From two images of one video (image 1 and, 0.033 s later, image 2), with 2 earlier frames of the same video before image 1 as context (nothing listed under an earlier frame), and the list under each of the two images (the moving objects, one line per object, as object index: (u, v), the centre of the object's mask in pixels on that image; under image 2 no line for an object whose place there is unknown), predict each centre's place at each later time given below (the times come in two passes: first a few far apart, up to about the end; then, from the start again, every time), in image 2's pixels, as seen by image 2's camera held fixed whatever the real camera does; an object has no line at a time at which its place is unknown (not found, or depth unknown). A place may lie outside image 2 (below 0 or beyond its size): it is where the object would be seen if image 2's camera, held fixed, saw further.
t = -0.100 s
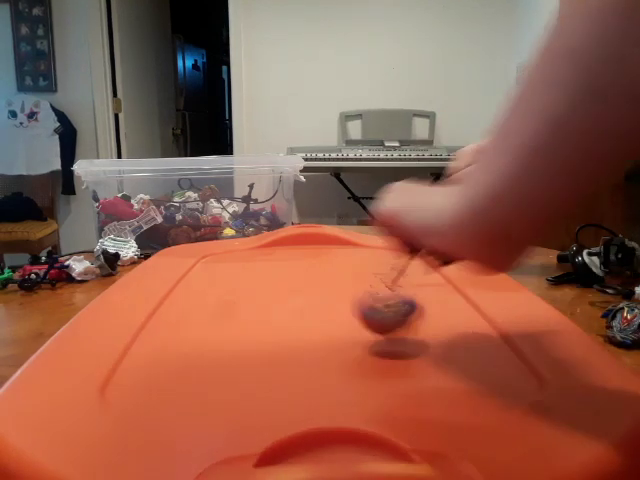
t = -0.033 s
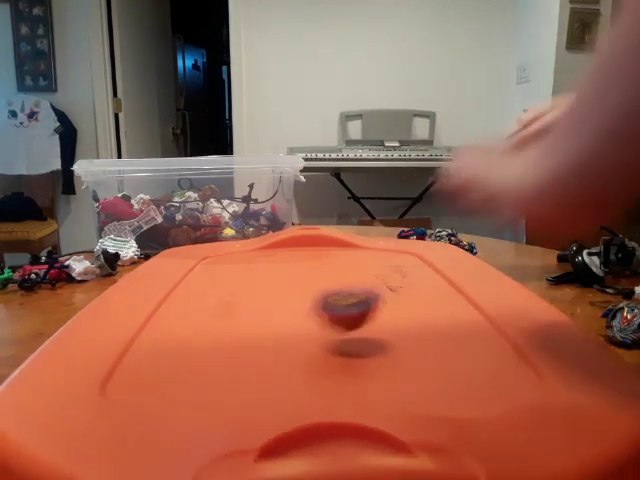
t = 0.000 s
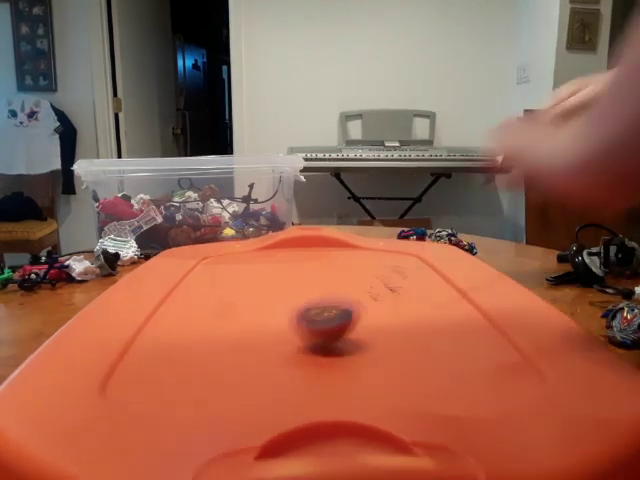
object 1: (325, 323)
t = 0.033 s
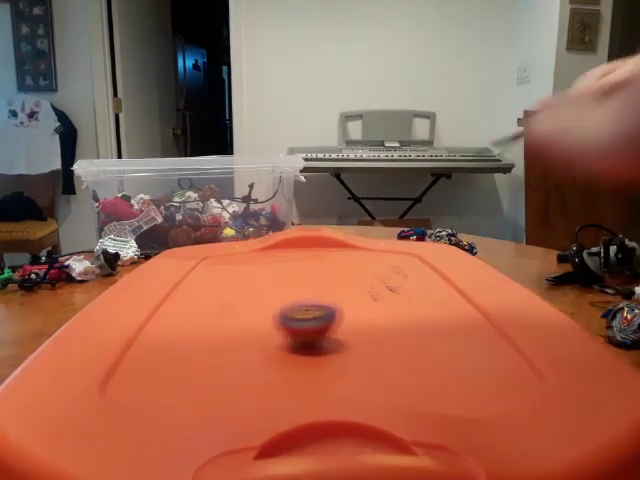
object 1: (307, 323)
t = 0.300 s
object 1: (210, 314)
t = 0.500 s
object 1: (193, 323)
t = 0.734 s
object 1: (234, 347)
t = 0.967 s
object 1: (317, 350)
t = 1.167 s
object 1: (369, 333)
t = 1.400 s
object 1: (372, 306)
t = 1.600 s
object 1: (342, 286)
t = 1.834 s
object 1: (310, 279)
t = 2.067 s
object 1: (278, 278)
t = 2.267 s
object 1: (276, 281)
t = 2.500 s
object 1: (283, 284)
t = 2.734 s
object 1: (291, 282)
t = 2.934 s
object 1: (302, 281)
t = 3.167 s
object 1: (311, 280)
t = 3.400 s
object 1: (314, 280)
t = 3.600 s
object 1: (316, 279)
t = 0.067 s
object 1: (290, 320)
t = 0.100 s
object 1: (274, 319)
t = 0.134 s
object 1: (259, 319)
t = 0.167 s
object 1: (245, 317)
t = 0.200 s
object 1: (233, 316)
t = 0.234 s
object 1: (224, 314)
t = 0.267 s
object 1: (217, 314)
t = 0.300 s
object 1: (210, 314)
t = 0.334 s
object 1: (205, 314)
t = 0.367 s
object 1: (200, 316)
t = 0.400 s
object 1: (197, 317)
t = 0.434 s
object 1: (194, 319)
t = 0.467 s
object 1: (193, 321)
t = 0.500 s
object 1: (193, 323)
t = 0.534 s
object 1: (195, 327)
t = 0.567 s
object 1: (198, 330)
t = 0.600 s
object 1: (202, 335)
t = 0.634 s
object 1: (208, 338)
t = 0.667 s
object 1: (215, 341)
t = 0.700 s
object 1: (223, 344)
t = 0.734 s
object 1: (234, 347)
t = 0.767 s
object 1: (245, 349)
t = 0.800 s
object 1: (256, 351)
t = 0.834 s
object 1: (268, 351)
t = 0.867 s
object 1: (280, 352)
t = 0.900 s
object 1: (293, 352)
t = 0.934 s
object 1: (306, 352)
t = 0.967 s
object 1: (317, 350)
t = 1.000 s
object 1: (328, 349)
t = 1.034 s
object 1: (339, 347)
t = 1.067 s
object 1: (348, 344)
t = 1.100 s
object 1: (356, 340)
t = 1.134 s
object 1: (363, 338)
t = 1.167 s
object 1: (369, 333)
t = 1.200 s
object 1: (373, 330)
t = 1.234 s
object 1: (376, 326)
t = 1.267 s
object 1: (377, 322)
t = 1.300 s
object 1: (378, 318)
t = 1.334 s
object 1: (377, 314)
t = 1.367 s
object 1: (375, 310)
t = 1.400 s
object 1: (372, 306)
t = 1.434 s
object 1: (368, 302)
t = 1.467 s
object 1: (363, 298)
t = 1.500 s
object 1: (357, 294)
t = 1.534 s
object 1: (352, 291)
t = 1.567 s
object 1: (347, 288)
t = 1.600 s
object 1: (342, 286)
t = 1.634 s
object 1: (337, 284)
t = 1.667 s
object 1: (332, 283)
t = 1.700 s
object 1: (328, 281)
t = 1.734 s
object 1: (325, 280)
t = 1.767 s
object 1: (320, 279)
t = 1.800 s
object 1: (315, 279)
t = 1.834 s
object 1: (310, 279)
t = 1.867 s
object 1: (303, 279)
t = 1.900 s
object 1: (298, 279)
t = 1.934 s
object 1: (292, 278)
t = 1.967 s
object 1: (288, 277)
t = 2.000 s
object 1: (284, 277)
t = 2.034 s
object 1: (281, 278)
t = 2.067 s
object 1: (278, 278)
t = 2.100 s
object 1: (277, 278)
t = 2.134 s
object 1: (276, 278)
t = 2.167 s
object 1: (276, 279)
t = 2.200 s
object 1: (276, 280)
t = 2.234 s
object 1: (276, 280)
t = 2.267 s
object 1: (276, 281)
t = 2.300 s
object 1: (277, 282)
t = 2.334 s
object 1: (278, 283)
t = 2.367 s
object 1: (279, 283)
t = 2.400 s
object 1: (280, 284)
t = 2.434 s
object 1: (281, 284)
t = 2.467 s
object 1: (282, 284)
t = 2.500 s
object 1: (283, 284)
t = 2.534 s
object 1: (284, 284)
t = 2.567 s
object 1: (285, 284)
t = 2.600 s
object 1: (286, 284)
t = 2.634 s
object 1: (287, 284)
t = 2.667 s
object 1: (289, 284)
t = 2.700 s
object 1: (290, 283)
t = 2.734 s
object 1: (291, 282)
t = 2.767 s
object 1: (294, 283)
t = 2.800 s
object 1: (295, 282)
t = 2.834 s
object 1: (297, 281)
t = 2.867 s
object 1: (299, 281)
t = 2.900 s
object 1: (301, 281)
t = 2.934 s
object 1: (302, 281)
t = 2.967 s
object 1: (304, 280)
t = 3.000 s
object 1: (305, 280)
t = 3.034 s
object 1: (307, 280)
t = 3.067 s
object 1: (308, 280)
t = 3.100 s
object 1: (309, 280)
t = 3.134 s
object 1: (310, 279)
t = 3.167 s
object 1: (311, 280)
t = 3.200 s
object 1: (312, 280)
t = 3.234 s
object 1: (312, 280)
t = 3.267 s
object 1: (313, 279)
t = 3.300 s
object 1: (313, 279)
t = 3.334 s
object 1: (314, 279)
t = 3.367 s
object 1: (314, 279)
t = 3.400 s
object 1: (314, 280)
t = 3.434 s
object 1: (315, 280)
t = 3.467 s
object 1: (315, 279)
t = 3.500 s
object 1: (316, 279)
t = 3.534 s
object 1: (316, 280)
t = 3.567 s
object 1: (316, 279)
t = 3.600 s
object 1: (316, 279)
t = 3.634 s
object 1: (316, 279)
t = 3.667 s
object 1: (317, 279)
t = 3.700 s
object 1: (317, 279)
